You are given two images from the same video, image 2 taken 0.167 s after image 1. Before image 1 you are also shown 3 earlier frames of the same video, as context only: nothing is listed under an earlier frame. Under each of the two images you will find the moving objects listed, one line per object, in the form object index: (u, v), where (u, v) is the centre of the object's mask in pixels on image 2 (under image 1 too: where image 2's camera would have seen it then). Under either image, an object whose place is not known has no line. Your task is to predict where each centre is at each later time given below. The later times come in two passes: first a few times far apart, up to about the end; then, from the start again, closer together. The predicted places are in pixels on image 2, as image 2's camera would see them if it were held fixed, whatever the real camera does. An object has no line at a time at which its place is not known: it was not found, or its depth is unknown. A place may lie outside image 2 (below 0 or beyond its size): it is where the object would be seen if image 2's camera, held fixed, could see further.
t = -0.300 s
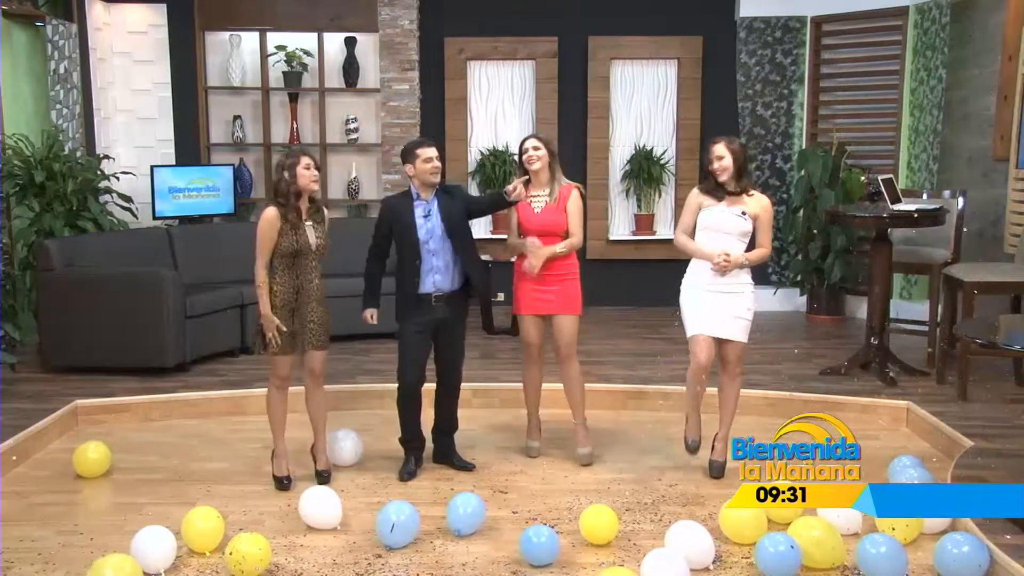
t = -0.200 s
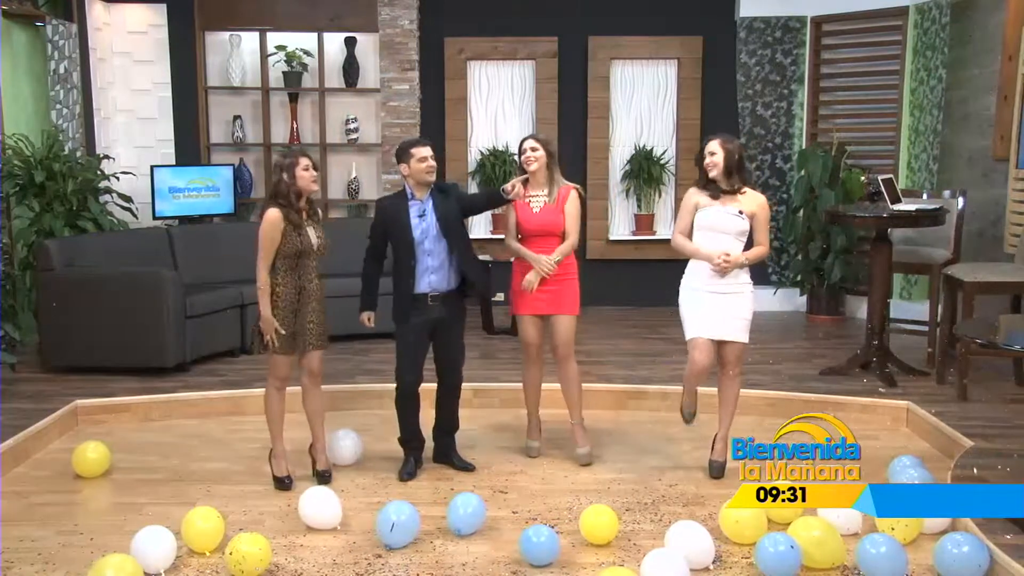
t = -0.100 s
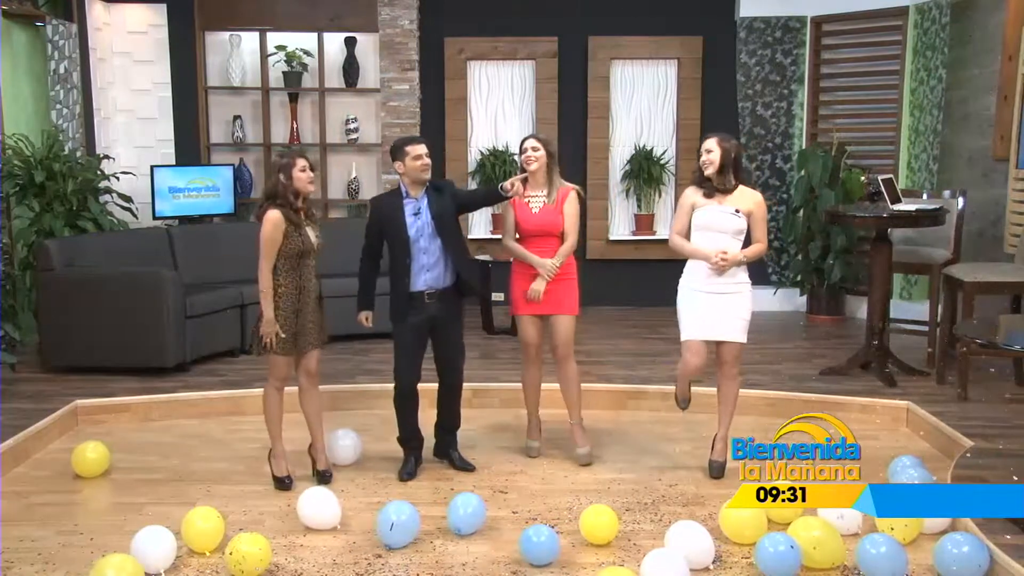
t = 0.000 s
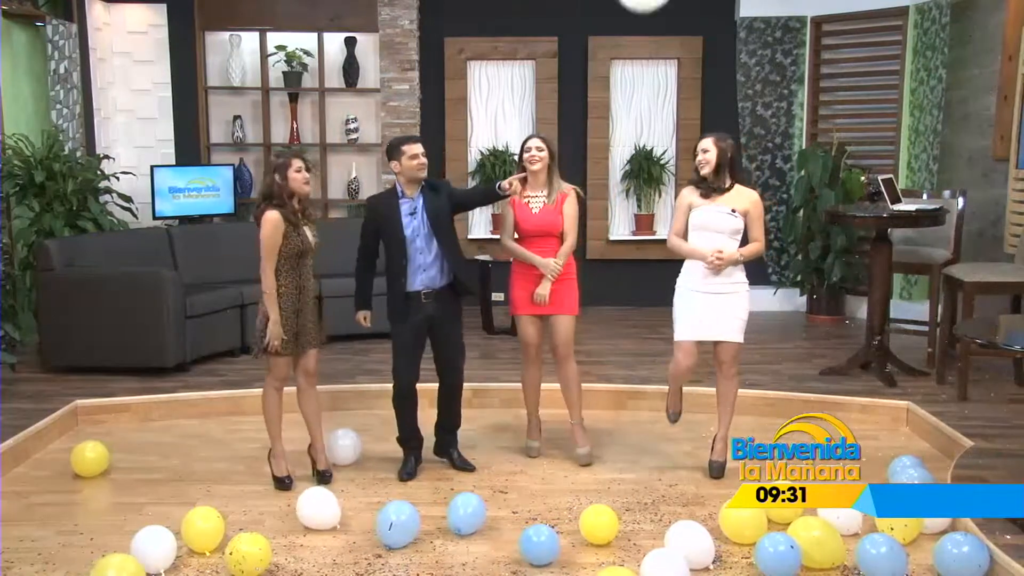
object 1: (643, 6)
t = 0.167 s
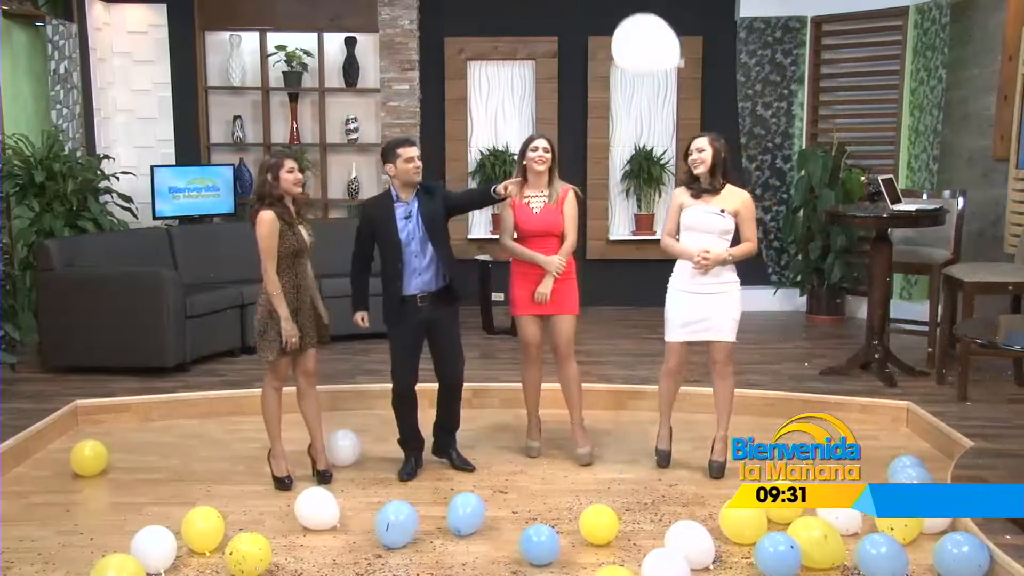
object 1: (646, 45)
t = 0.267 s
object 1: (644, 84)
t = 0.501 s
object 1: (628, 176)
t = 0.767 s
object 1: (595, 277)
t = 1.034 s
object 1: (562, 378)
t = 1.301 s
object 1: (546, 488)
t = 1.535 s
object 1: (555, 559)
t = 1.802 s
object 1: (552, 561)
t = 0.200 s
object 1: (645, 58)
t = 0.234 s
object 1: (645, 71)
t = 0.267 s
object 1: (644, 84)
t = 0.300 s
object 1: (643, 97)
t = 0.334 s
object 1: (642, 109)
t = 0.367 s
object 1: (641, 124)
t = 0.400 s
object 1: (640, 136)
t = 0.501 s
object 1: (628, 176)
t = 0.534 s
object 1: (624, 189)
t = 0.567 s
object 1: (620, 201)
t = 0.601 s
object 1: (616, 215)
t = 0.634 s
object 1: (612, 227)
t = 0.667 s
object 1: (608, 240)
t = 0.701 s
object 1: (603, 252)
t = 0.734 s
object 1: (599, 265)
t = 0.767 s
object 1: (595, 277)
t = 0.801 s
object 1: (590, 289)
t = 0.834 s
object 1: (585, 301)
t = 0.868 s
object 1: (581, 313)
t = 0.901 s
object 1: (576, 326)
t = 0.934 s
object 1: (572, 339)
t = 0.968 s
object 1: (568, 352)
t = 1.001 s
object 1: (565, 365)
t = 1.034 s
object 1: (562, 378)
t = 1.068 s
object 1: (560, 392)
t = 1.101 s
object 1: (557, 406)
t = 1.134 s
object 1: (554, 420)
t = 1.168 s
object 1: (552, 434)
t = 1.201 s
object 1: (550, 448)
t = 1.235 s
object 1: (549, 461)
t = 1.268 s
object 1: (547, 474)
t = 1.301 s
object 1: (546, 488)
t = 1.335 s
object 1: (546, 499)
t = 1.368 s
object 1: (546, 512)
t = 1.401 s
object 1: (547, 525)
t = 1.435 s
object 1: (548, 536)
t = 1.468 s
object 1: (550, 546)
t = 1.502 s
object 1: (553, 554)
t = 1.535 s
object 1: (555, 559)
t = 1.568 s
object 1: (557, 564)
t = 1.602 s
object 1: (559, 568)
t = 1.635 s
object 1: (556, 571)
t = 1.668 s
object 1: (555, 568)
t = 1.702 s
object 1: (555, 566)
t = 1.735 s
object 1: (554, 564)
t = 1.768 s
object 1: (552, 562)
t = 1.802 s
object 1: (552, 561)
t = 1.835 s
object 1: (551, 560)
